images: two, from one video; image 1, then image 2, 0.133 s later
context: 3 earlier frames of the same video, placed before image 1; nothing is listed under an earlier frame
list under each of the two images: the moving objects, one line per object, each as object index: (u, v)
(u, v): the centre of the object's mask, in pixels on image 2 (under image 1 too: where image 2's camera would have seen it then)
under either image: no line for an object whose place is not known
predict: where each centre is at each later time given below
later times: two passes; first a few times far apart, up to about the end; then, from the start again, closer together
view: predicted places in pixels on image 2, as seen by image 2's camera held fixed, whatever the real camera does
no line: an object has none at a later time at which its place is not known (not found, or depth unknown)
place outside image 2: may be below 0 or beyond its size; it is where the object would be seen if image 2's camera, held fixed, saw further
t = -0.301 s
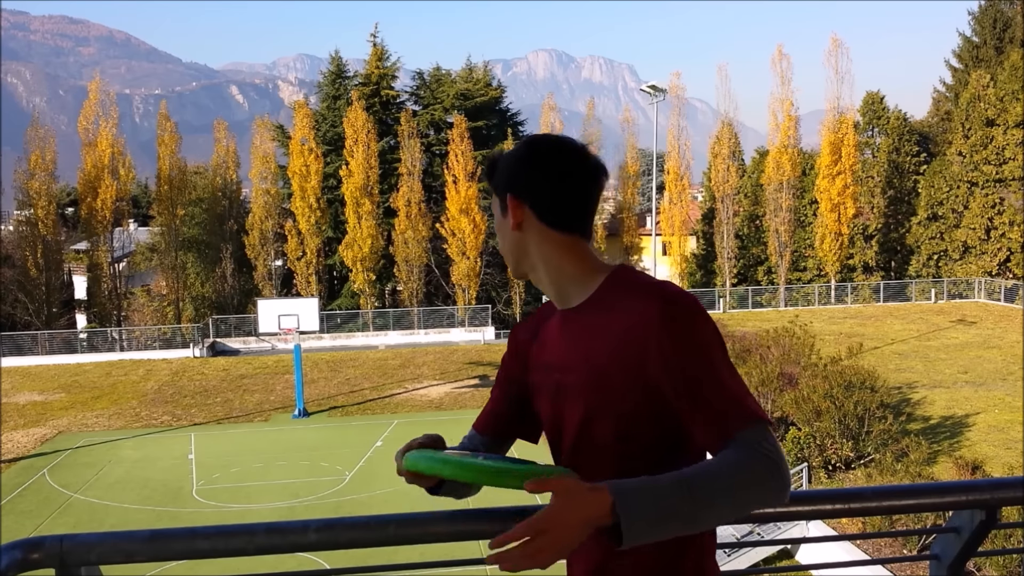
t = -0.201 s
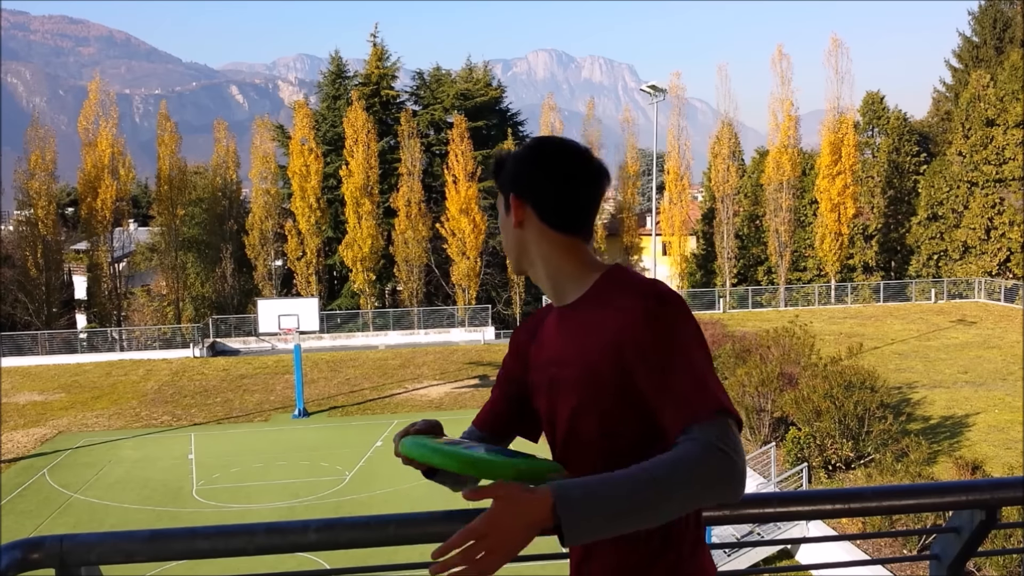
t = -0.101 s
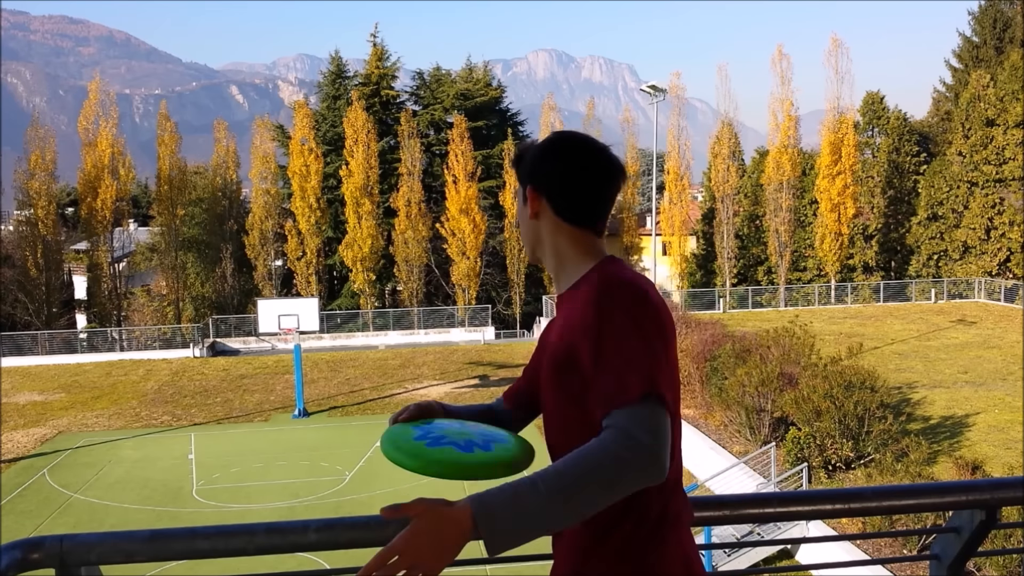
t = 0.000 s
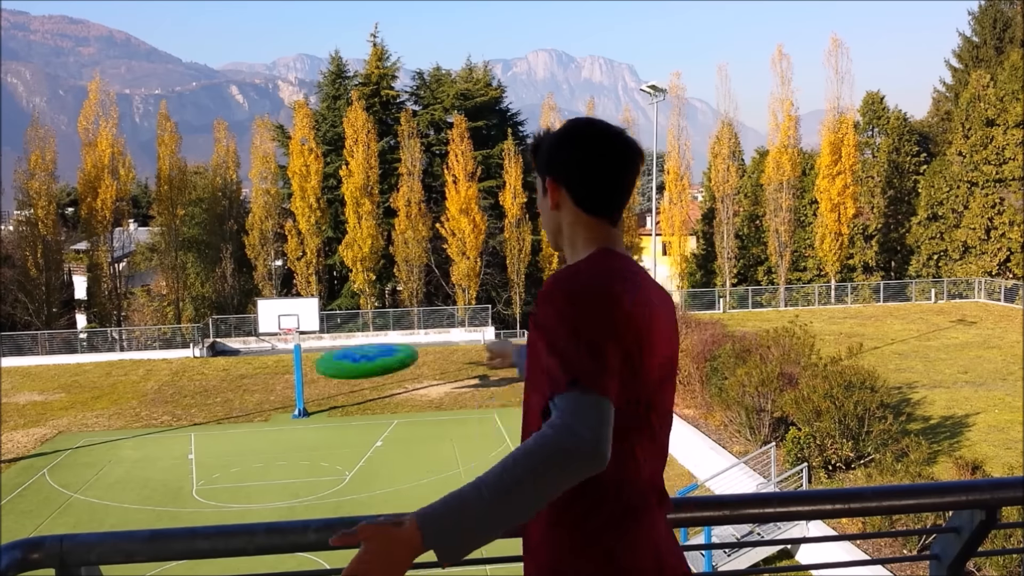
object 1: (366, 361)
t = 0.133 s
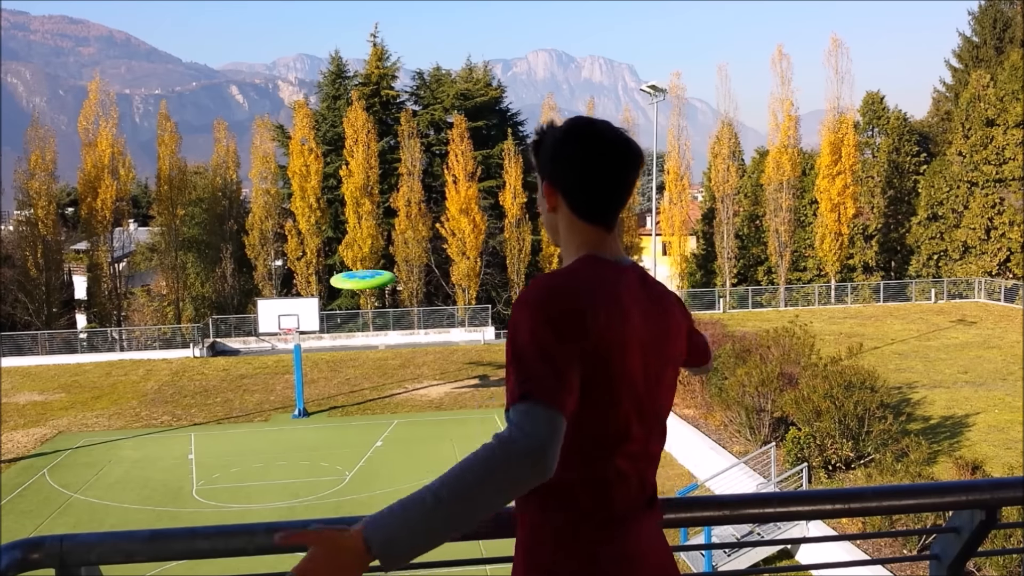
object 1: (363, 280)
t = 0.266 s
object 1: (362, 250)
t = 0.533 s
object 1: (362, 238)
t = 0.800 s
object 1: (364, 242)
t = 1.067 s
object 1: (363, 249)
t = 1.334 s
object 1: (361, 256)
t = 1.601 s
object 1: (357, 265)
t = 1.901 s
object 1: (351, 276)
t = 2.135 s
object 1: (344, 281)
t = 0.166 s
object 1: (362, 269)
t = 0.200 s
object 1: (362, 262)
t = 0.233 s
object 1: (361, 255)
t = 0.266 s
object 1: (362, 250)
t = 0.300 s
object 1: (362, 247)
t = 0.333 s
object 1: (361, 244)
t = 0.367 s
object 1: (361, 242)
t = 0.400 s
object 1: (362, 241)
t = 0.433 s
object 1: (362, 240)
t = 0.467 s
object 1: (362, 239)
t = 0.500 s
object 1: (361, 239)
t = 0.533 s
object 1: (362, 238)
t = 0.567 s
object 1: (362, 238)
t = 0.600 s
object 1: (362, 239)
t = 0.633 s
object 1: (363, 239)
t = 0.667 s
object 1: (363, 239)
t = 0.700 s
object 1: (363, 240)
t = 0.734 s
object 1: (363, 240)
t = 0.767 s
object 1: (364, 241)
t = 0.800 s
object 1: (364, 242)
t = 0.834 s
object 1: (364, 242)
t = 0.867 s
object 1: (364, 243)
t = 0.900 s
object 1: (364, 244)
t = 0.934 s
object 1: (364, 246)
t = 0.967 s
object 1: (363, 246)
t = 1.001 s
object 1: (363, 247)
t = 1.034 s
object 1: (363, 248)
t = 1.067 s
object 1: (363, 249)
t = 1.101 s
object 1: (363, 250)
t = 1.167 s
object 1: (362, 251)
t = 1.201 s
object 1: (362, 252)
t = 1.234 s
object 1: (362, 253)
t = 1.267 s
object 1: (362, 254)
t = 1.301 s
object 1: (361, 255)
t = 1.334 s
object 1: (361, 256)
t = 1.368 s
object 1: (360, 257)
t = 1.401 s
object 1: (360, 258)
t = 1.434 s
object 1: (360, 259)
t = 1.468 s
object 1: (360, 260)
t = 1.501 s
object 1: (360, 262)
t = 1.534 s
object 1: (359, 263)
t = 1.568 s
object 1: (358, 264)
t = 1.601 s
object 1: (357, 265)
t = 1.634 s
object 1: (357, 267)
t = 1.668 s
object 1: (356, 268)
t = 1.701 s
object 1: (356, 269)
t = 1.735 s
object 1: (355, 271)
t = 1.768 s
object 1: (355, 271)
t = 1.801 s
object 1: (354, 272)
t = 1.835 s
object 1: (353, 273)
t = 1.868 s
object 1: (352, 275)
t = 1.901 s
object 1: (351, 276)
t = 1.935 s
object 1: (350, 276)
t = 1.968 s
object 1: (350, 277)
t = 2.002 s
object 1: (348, 278)
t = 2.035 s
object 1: (347, 279)
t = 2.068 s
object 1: (346, 280)
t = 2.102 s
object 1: (345, 281)
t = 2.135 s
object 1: (344, 281)
